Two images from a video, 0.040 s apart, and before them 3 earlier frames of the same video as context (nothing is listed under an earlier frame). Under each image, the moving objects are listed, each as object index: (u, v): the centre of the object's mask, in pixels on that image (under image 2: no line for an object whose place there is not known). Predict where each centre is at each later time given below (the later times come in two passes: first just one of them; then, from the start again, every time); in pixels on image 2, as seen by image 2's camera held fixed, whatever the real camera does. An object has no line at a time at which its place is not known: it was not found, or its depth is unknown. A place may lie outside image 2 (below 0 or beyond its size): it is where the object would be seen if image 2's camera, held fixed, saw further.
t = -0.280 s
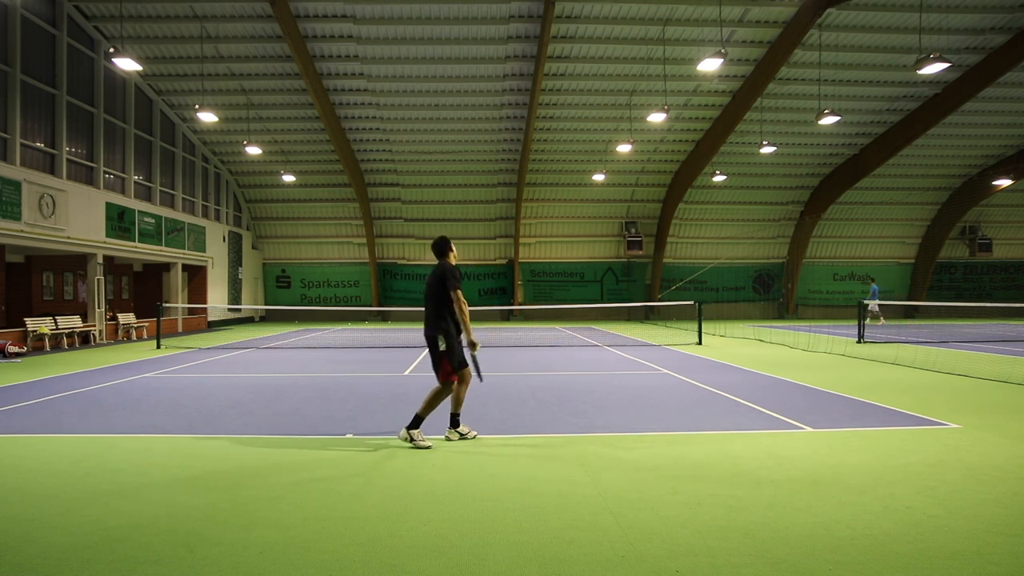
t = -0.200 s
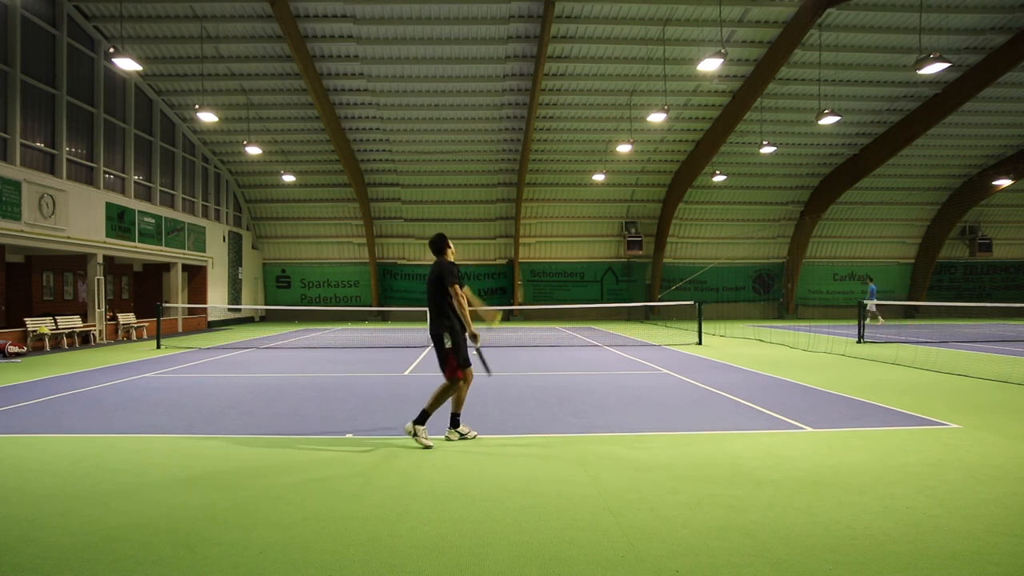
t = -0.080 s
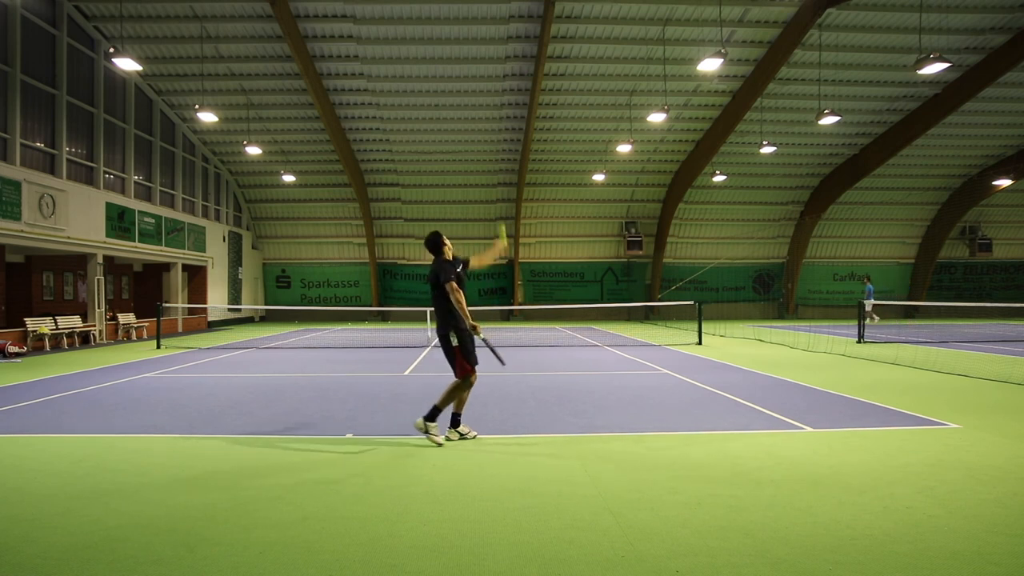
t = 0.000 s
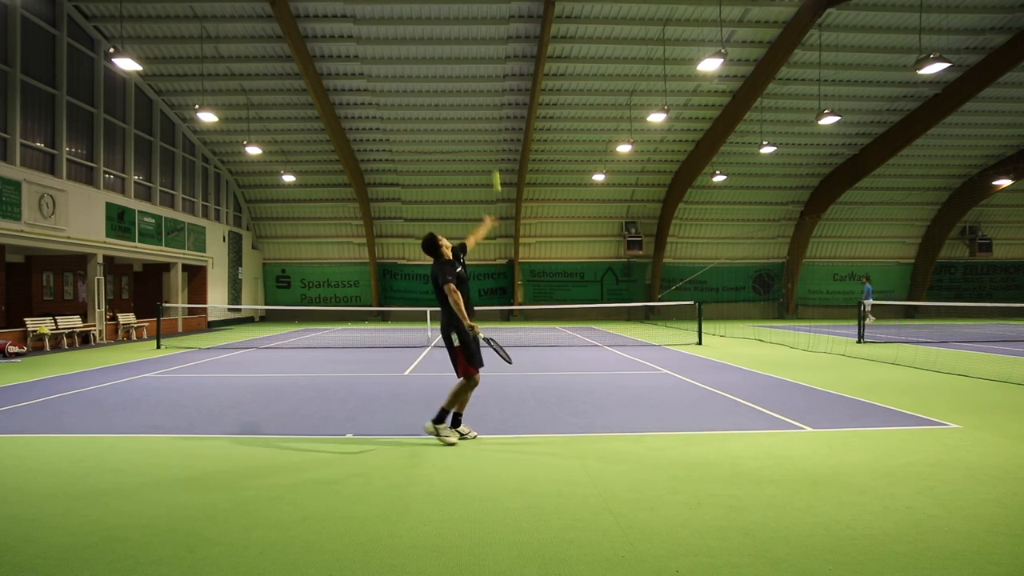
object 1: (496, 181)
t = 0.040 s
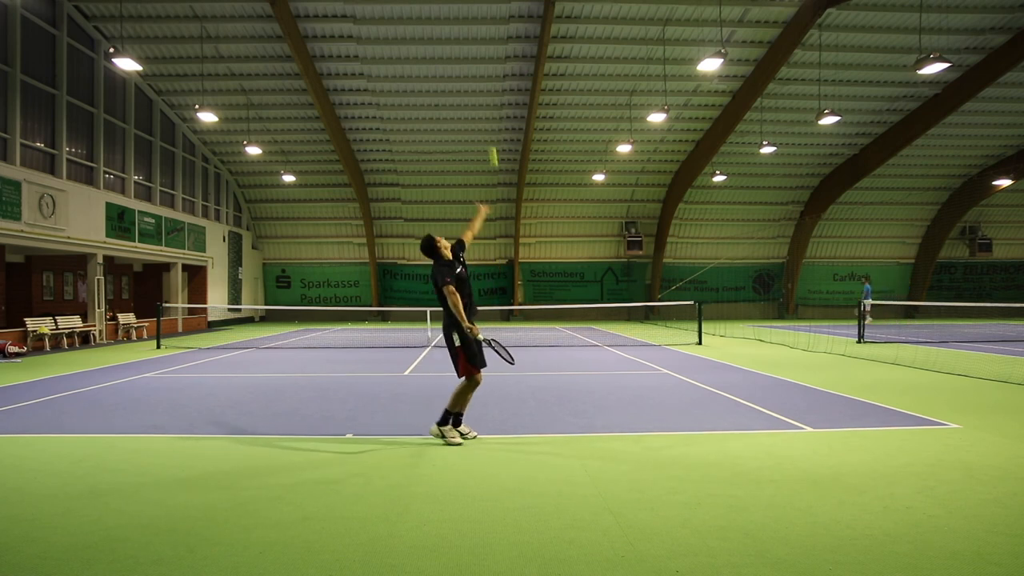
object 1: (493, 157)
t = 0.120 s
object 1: (487, 113)
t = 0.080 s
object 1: (490, 134)
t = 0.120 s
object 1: (487, 113)
